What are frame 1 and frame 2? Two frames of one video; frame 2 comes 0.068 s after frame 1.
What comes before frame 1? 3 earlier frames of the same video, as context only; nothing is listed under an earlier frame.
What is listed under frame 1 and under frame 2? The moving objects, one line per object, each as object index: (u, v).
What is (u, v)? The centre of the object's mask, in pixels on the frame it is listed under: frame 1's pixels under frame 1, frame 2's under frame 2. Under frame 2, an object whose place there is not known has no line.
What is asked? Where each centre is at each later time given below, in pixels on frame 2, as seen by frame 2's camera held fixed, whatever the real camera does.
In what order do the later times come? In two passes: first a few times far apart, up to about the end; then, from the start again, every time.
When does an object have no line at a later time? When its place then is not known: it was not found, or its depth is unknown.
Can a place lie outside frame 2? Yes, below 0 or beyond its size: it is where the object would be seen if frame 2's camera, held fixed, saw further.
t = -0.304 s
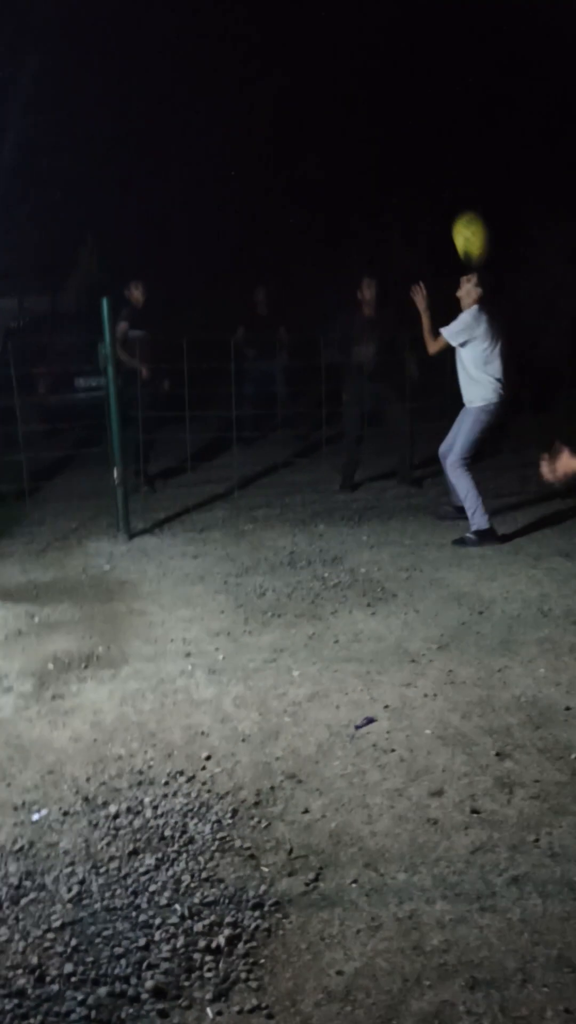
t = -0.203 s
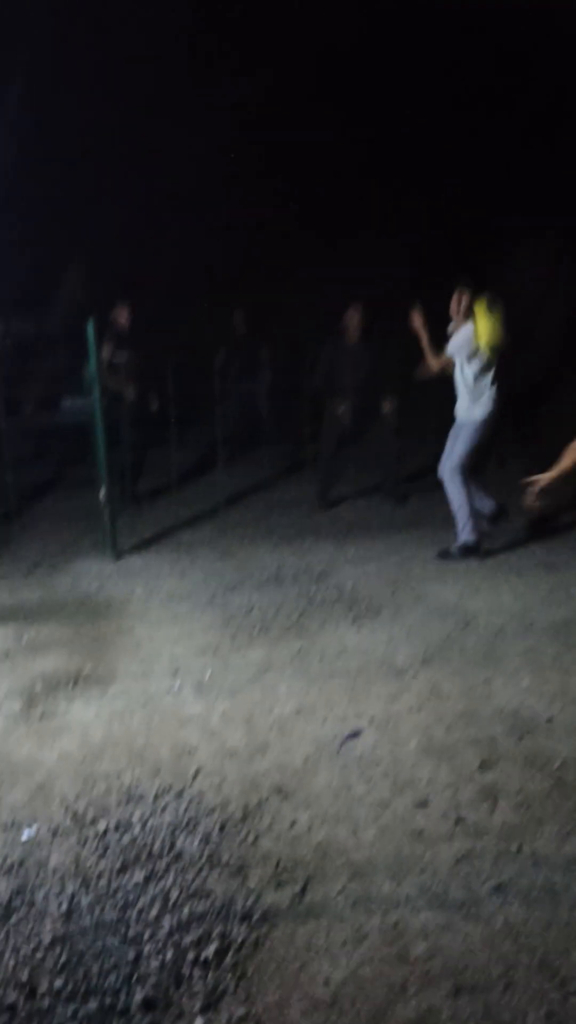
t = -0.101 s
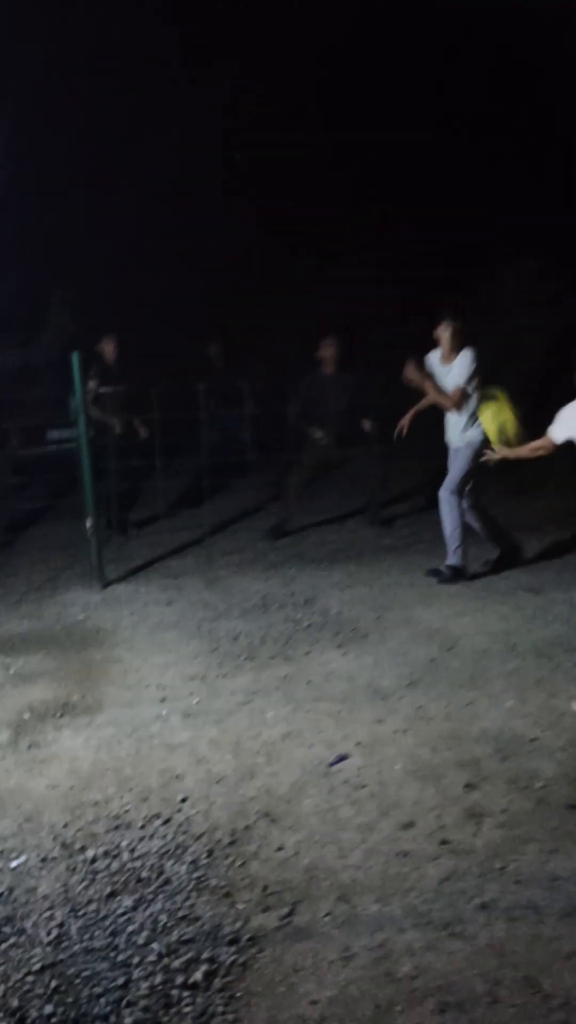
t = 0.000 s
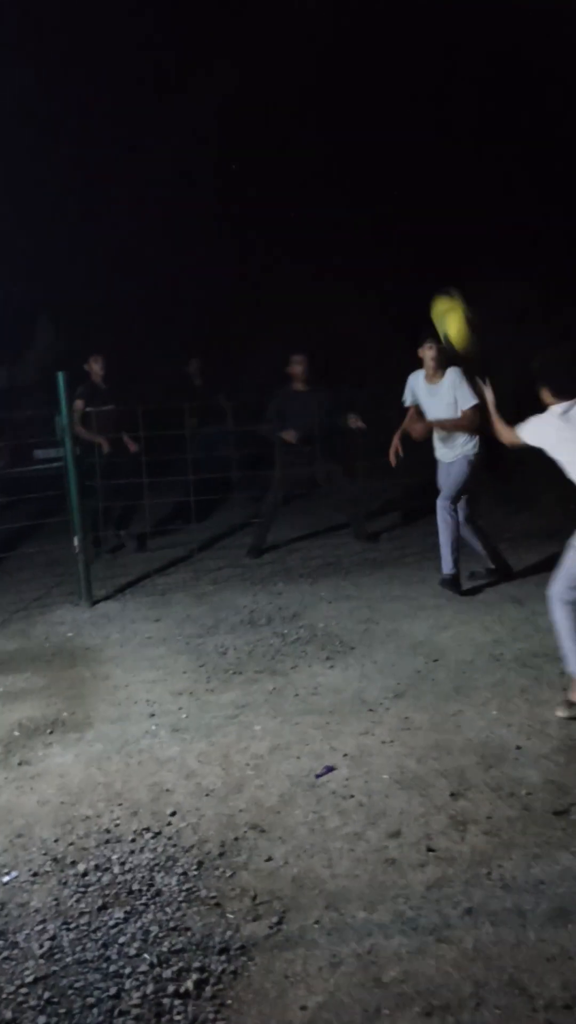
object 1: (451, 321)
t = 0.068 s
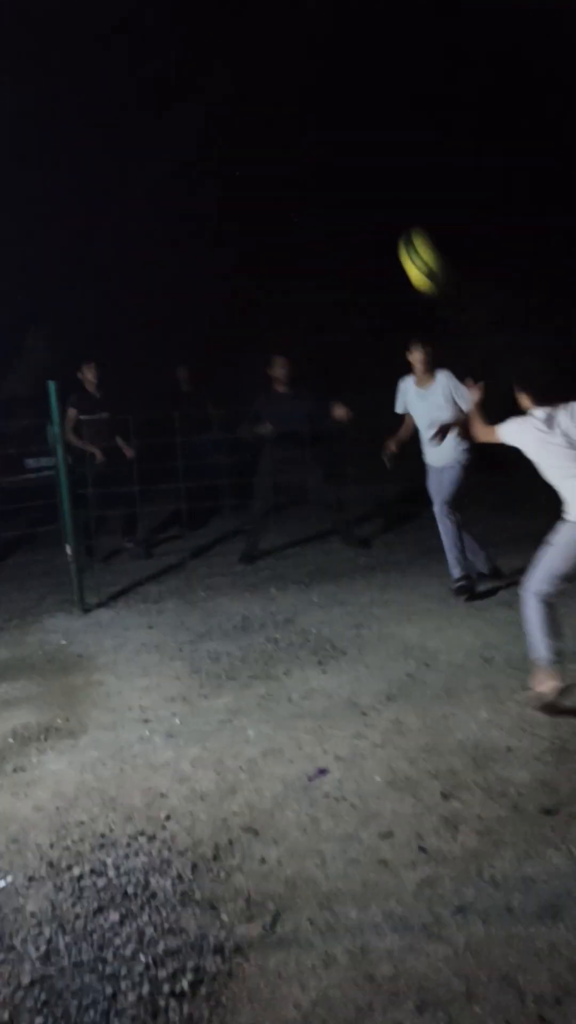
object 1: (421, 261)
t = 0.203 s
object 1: (381, 160)
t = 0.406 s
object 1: (331, 86)
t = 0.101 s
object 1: (411, 234)
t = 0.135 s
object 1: (400, 205)
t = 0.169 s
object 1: (392, 182)
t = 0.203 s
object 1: (381, 160)
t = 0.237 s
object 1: (373, 140)
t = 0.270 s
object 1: (365, 125)
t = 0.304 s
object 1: (356, 112)
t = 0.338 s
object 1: (347, 98)
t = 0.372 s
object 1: (341, 91)
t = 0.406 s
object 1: (331, 86)
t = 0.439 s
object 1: (323, 83)
